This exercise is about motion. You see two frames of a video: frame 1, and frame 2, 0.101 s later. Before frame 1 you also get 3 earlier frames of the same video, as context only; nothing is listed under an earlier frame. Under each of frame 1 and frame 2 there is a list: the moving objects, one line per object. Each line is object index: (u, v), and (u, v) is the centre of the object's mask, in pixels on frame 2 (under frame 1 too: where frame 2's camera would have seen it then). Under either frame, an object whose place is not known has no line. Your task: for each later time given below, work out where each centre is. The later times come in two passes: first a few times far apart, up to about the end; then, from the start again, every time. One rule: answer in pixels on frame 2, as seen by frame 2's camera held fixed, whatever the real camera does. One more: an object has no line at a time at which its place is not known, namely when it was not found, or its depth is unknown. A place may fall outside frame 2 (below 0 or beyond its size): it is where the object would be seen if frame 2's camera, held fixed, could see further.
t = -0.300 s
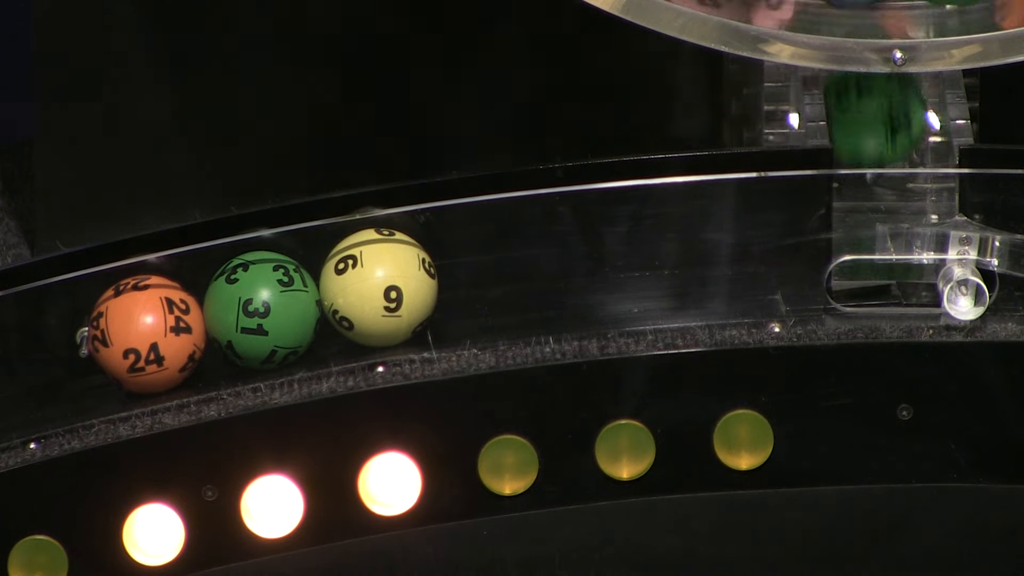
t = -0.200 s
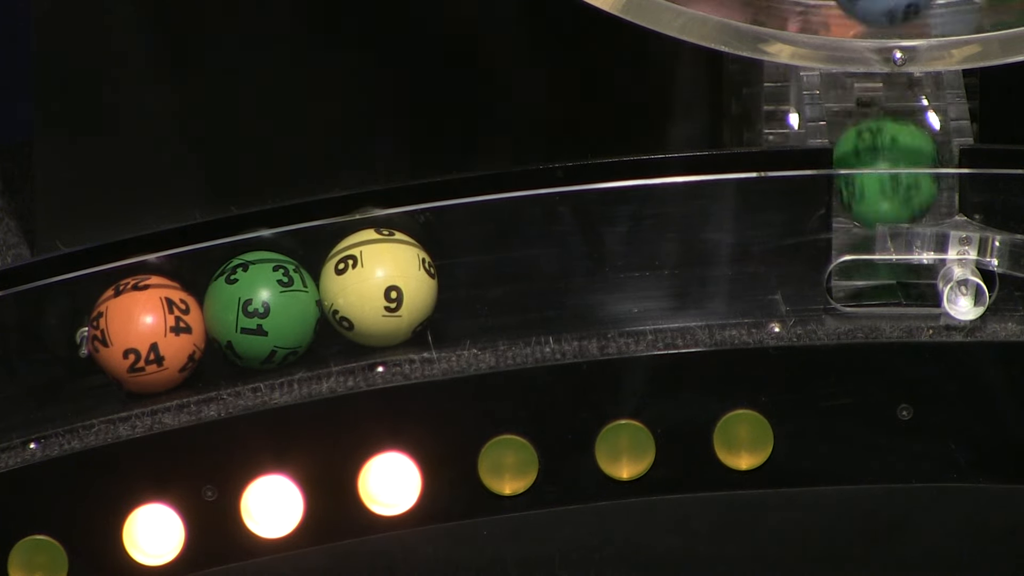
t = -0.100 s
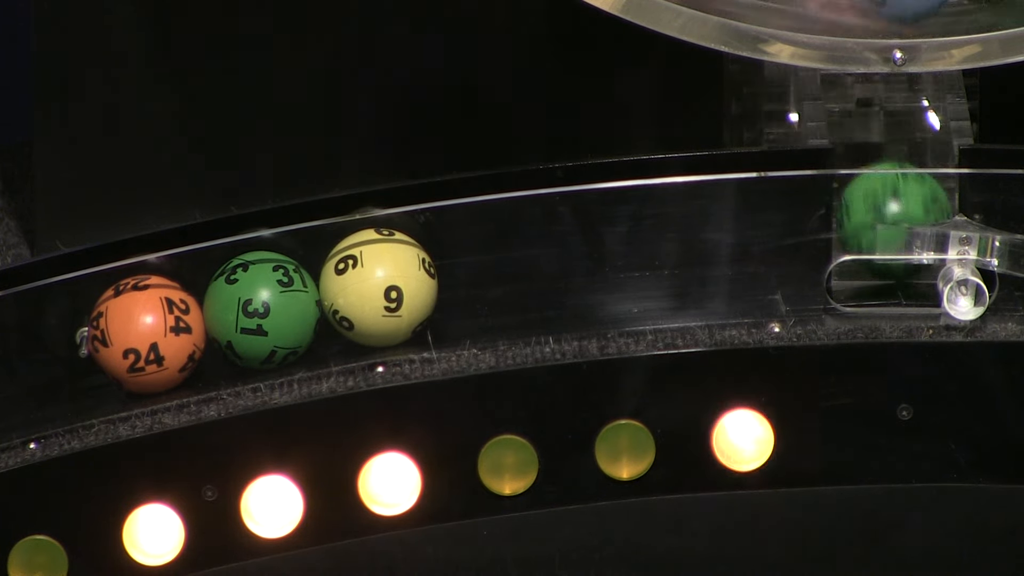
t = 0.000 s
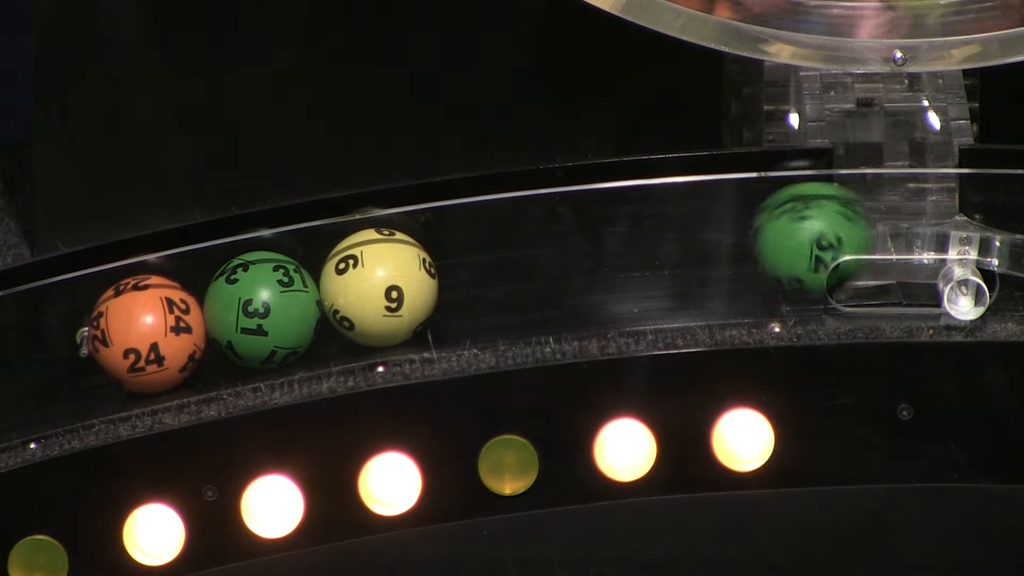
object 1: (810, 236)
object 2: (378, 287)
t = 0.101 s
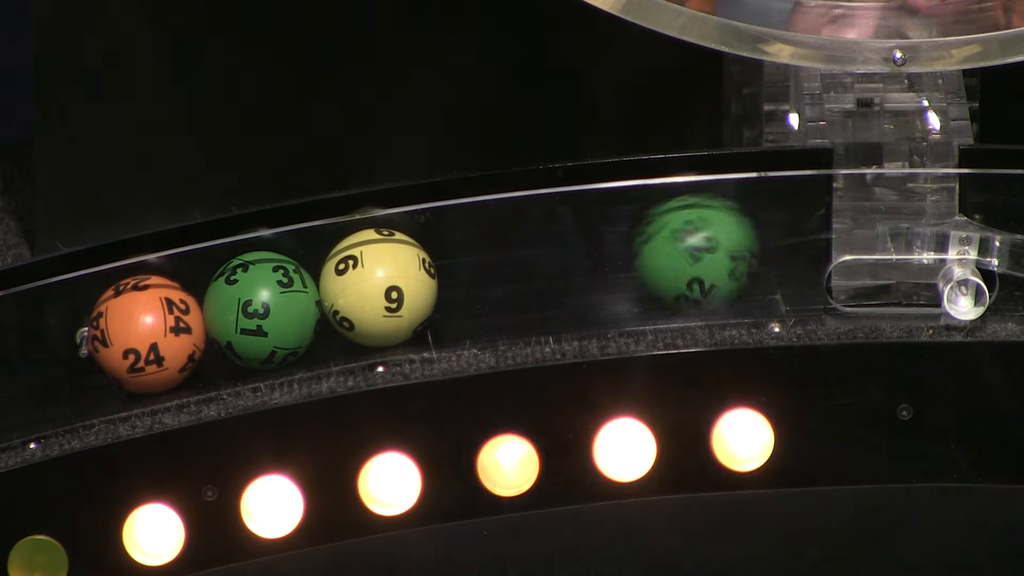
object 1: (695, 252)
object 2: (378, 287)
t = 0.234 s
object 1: (530, 267)
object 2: (378, 287)
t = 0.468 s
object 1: (582, 262)
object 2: (381, 286)
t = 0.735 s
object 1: (609, 261)
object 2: (378, 288)
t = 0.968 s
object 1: (562, 264)
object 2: (378, 288)
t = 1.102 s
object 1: (502, 270)
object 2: (378, 287)
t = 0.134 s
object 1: (654, 252)
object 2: (378, 287)
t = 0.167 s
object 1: (612, 257)
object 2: (378, 287)
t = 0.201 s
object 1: (572, 262)
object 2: (378, 287)
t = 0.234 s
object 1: (530, 267)
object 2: (378, 287)
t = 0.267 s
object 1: (492, 270)
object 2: (376, 287)
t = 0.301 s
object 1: (507, 269)
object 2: (383, 286)
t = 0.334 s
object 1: (528, 269)
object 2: (387, 285)
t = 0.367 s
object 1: (544, 267)
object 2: (389, 284)
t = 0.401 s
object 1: (558, 264)
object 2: (389, 284)
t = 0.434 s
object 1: (571, 263)
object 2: (386, 285)
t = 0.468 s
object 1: (582, 262)
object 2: (381, 286)
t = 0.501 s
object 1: (590, 261)
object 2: (378, 287)
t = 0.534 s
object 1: (597, 261)
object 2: (380, 287)
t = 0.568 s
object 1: (603, 261)
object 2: (379, 288)
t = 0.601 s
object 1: (607, 261)
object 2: (378, 288)
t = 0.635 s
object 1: (610, 260)
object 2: (378, 288)
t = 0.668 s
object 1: (611, 260)
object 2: (378, 288)
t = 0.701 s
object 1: (611, 260)
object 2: (378, 288)
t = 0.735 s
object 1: (609, 261)
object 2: (378, 288)
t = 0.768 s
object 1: (607, 261)
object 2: (379, 288)
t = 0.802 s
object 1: (603, 261)
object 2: (378, 288)
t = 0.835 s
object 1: (597, 261)
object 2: (378, 288)
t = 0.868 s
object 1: (591, 262)
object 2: (378, 288)
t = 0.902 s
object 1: (582, 262)
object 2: (378, 288)
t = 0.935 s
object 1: (573, 263)
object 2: (378, 288)
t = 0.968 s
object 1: (562, 264)
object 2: (378, 288)
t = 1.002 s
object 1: (549, 265)
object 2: (378, 287)
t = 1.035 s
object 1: (536, 266)
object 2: (378, 287)
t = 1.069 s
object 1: (520, 268)
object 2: (378, 287)
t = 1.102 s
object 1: (502, 270)
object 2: (378, 287)
